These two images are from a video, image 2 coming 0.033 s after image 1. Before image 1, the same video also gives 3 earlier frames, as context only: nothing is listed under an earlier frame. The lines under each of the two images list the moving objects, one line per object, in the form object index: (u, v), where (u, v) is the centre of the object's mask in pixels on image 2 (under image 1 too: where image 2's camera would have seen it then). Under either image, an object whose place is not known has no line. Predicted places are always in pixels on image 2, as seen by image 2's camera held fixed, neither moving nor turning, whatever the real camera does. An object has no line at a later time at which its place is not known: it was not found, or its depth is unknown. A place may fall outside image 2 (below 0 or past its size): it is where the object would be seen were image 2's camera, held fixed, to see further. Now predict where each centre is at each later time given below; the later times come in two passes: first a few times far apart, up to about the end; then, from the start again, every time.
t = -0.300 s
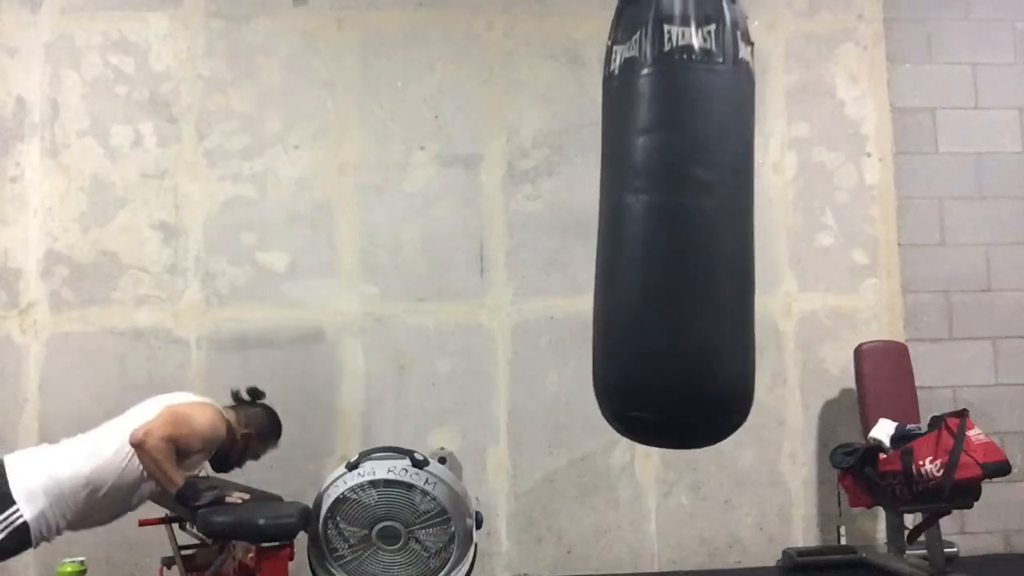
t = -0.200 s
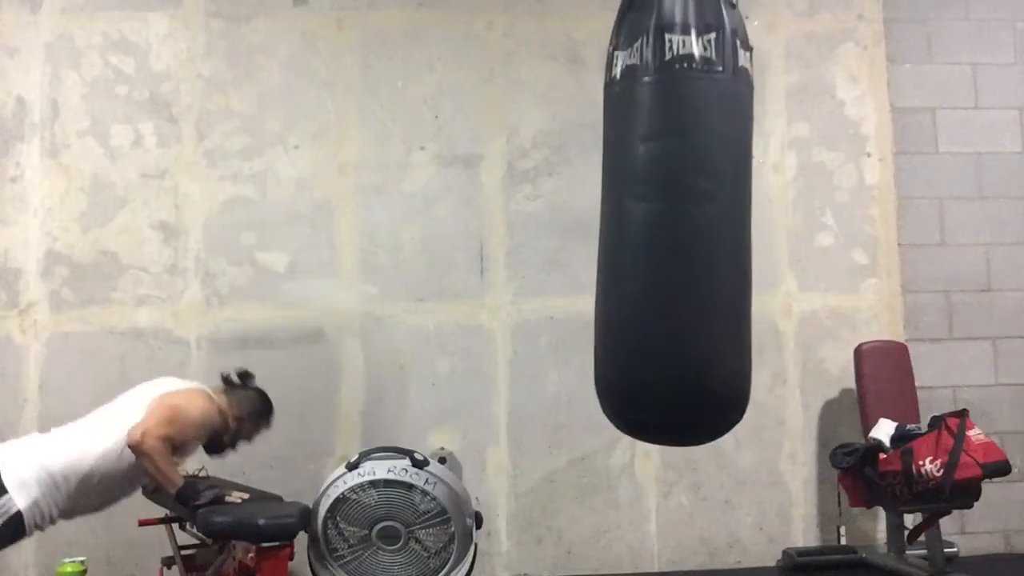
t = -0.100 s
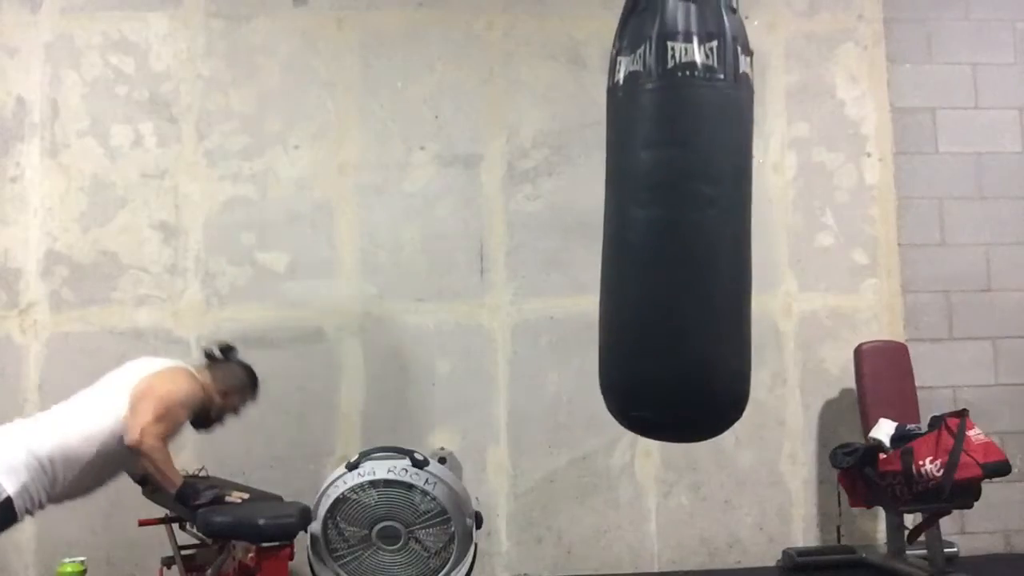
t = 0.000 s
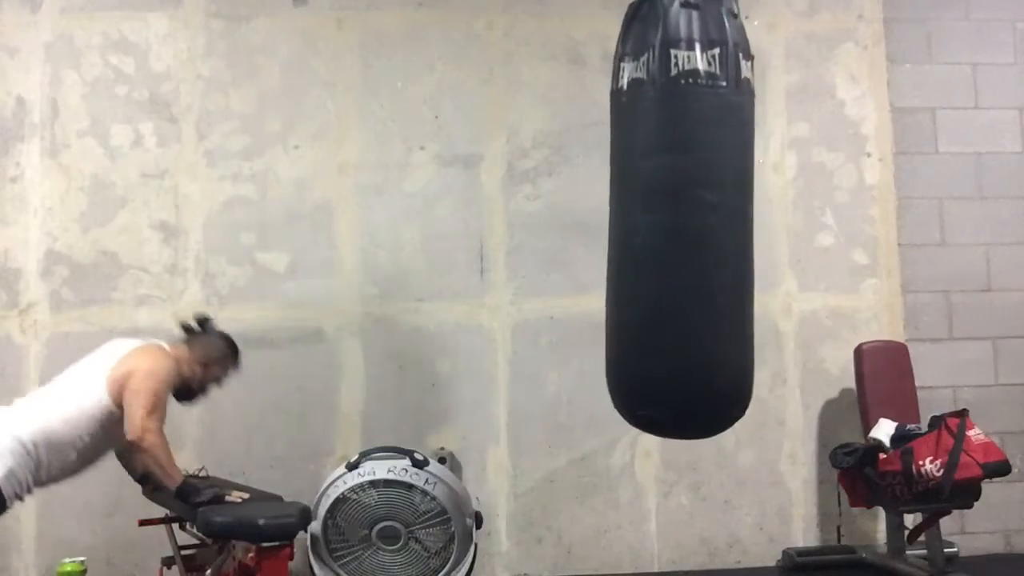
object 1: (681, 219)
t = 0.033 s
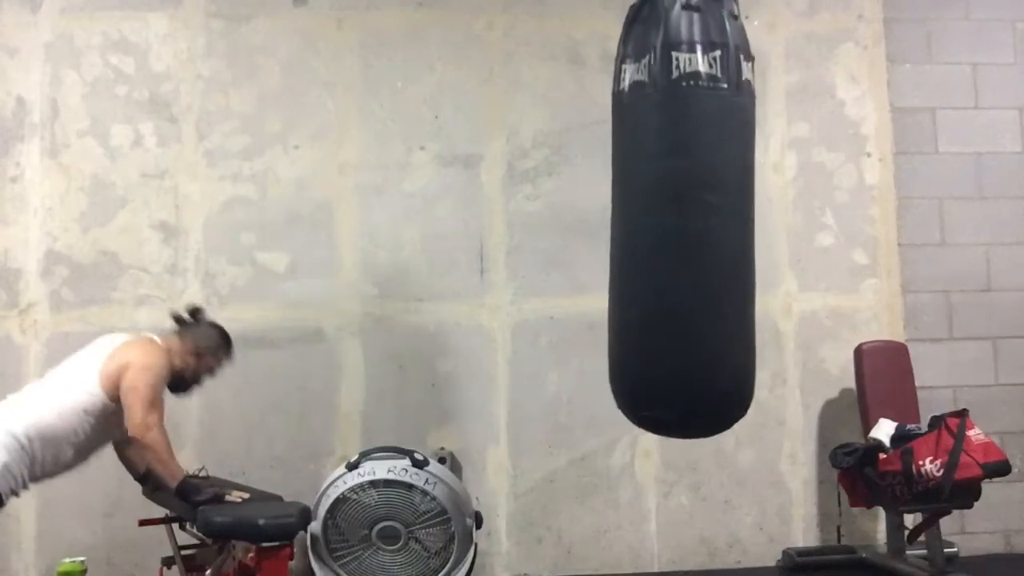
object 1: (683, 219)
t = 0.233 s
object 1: (696, 215)
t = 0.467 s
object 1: (716, 213)
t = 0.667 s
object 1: (735, 214)
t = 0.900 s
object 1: (754, 217)
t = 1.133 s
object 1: (765, 222)
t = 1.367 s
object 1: (763, 223)
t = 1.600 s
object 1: (746, 223)
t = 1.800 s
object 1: (722, 223)
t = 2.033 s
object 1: (695, 224)
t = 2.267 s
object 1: (678, 224)
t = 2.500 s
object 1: (674, 223)
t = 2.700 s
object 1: (683, 218)
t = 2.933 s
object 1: (700, 215)
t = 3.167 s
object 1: (721, 213)
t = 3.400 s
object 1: (742, 215)
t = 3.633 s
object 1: (759, 217)
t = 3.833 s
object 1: (766, 222)
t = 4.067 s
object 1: (761, 223)
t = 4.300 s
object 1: (742, 224)
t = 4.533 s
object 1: (712, 223)
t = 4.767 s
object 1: (686, 224)
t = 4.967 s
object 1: (674, 223)
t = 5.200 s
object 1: (674, 223)
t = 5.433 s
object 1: (687, 218)
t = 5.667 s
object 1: (706, 215)
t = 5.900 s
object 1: (729, 213)
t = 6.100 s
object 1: (747, 215)
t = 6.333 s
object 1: (763, 218)
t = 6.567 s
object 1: (767, 222)
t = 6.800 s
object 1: (756, 224)
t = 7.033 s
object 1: (732, 224)
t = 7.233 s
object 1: (706, 223)
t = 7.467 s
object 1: (681, 224)
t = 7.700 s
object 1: (670, 223)
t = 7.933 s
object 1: (676, 221)
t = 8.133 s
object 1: (689, 217)
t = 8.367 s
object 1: (711, 214)
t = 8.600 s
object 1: (734, 212)
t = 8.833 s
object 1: (754, 214)
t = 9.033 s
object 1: (766, 218)
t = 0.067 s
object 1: (685, 218)
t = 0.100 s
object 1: (687, 217)
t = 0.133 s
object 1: (689, 217)
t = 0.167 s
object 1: (691, 216)
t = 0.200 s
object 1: (694, 216)
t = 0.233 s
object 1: (696, 215)
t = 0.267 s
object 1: (699, 214)
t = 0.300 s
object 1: (702, 213)
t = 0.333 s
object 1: (704, 213)
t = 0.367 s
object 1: (708, 212)
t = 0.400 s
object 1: (710, 213)
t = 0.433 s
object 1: (713, 213)
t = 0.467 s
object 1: (716, 213)
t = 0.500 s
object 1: (720, 213)
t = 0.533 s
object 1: (723, 213)
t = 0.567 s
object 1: (726, 213)
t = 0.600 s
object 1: (729, 214)
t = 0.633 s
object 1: (732, 214)
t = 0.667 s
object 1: (735, 214)
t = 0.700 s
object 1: (737, 215)
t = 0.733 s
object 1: (741, 214)
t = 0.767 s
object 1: (743, 215)
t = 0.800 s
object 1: (746, 215)
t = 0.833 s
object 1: (749, 216)
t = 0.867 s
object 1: (752, 216)
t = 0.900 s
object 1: (754, 217)
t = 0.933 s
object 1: (756, 217)
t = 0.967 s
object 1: (758, 218)
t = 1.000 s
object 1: (760, 219)
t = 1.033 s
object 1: (762, 220)
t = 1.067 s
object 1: (763, 220)
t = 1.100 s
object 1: (765, 221)
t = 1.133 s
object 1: (765, 222)
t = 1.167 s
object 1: (766, 222)
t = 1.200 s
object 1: (766, 222)
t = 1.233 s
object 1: (767, 222)
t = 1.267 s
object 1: (766, 222)
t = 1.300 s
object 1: (766, 222)
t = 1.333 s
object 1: (764, 223)
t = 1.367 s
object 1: (763, 223)
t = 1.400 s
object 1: (762, 224)
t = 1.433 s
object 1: (760, 223)
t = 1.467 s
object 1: (758, 224)
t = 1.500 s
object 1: (756, 224)
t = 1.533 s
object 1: (753, 224)
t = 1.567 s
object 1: (749, 224)
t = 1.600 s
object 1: (746, 223)
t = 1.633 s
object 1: (742, 224)
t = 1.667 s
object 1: (739, 223)
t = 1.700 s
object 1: (735, 223)
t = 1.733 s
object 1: (731, 223)
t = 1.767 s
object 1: (727, 223)
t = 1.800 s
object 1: (722, 223)
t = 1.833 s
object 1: (719, 223)
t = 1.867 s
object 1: (715, 223)
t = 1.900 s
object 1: (710, 223)
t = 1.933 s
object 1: (705, 224)
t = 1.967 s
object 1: (702, 224)
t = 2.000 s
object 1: (698, 224)
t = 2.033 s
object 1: (695, 224)
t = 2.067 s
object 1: (692, 224)
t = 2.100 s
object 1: (688, 224)
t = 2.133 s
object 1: (685, 224)
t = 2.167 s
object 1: (683, 223)
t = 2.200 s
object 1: (681, 223)
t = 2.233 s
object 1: (679, 224)
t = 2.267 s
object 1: (678, 224)
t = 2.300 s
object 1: (676, 224)
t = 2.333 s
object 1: (675, 224)
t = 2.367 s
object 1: (674, 224)
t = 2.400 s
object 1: (674, 224)
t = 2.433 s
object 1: (674, 223)
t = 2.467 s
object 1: (674, 223)
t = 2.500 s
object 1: (674, 223)
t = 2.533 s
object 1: (675, 223)
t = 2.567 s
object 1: (677, 221)
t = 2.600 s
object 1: (678, 221)
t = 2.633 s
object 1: (679, 220)
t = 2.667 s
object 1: (681, 219)
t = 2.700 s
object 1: (683, 218)
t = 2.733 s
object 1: (685, 219)
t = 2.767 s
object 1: (686, 218)
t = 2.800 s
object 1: (689, 217)
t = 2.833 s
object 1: (691, 217)
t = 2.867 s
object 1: (694, 216)
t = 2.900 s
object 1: (697, 216)
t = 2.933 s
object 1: (700, 215)
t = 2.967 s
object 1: (702, 215)
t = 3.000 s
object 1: (705, 215)
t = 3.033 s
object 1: (708, 214)
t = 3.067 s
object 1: (711, 214)
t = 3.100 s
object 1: (715, 213)
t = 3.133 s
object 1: (718, 212)
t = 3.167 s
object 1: (721, 213)
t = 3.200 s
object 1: (724, 213)
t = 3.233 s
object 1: (727, 214)
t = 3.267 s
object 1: (730, 214)
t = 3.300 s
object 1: (734, 214)
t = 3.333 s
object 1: (737, 214)
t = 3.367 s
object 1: (740, 215)
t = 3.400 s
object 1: (742, 215)
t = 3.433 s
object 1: (745, 216)
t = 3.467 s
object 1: (748, 216)
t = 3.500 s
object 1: (750, 216)
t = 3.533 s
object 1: (753, 216)
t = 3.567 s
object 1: (755, 216)
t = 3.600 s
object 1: (757, 217)
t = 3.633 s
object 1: (759, 217)
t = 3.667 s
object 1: (761, 219)
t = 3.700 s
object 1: (762, 219)
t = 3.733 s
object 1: (764, 220)
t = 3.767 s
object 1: (765, 220)
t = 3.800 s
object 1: (766, 221)
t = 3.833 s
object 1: (766, 222)
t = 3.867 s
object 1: (766, 222)
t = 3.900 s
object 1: (767, 221)
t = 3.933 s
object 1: (766, 222)
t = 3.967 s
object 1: (765, 222)
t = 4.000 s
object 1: (764, 222)
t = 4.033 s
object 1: (763, 223)
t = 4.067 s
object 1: (761, 223)
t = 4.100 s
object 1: (759, 223)
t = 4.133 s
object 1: (757, 223)
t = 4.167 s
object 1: (754, 224)
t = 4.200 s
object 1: (751, 224)
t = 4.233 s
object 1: (748, 223)
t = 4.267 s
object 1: (744, 224)
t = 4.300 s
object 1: (742, 224)
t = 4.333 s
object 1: (737, 224)
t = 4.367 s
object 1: (734, 223)
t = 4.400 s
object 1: (729, 224)
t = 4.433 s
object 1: (724, 223)
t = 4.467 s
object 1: (721, 222)
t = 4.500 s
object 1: (716, 222)
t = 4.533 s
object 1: (712, 223)
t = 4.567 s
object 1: (707, 223)
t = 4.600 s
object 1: (703, 224)
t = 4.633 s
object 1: (700, 223)
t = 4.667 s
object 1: (696, 223)
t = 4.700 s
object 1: (693, 224)
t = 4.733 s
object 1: (688, 224)
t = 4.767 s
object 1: (686, 224)
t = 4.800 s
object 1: (684, 223)
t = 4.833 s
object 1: (681, 224)
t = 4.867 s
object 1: (678, 224)
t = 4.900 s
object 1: (677, 223)
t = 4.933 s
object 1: (676, 223)
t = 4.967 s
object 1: (674, 223)
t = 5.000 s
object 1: (674, 223)
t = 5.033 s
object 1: (672, 224)
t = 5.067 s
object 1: (672, 224)
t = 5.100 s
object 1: (673, 223)
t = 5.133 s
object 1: (672, 223)
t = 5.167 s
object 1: (673, 224)
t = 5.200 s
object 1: (674, 223)
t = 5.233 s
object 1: (675, 223)
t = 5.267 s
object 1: (676, 222)
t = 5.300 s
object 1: (678, 221)
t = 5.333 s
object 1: (680, 220)
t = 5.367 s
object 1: (682, 219)
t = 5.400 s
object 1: (684, 219)
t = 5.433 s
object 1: (687, 218)
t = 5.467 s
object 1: (689, 218)
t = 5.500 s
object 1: (692, 217)
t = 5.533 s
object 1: (694, 217)
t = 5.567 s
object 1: (697, 216)
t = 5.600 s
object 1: (700, 216)
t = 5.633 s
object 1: (703, 216)
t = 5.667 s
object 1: (706, 215)
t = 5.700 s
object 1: (710, 215)
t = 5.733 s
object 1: (713, 214)
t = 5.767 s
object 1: (716, 214)
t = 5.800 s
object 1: (719, 213)
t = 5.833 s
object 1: (722, 213)
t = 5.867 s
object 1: (726, 213)
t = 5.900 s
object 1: (729, 213)
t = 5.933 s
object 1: (732, 213)
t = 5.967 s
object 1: (735, 214)
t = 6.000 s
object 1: (738, 214)
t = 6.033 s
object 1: (741, 215)
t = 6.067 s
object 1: (745, 215)
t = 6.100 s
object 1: (747, 215)
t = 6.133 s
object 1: (750, 216)
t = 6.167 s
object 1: (752, 216)
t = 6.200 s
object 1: (755, 216)
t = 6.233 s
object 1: (757, 217)
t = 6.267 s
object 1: (759, 217)
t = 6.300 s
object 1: (761, 218)
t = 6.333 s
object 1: (763, 218)
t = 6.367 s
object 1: (764, 219)
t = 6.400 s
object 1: (766, 219)
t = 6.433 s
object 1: (766, 220)
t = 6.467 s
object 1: (767, 221)
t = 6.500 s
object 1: (767, 222)
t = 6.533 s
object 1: (768, 222)
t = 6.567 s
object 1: (767, 222)
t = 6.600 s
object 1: (767, 223)
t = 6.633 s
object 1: (766, 223)
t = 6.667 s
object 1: (765, 223)
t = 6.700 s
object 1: (763, 222)
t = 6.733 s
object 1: (762, 223)
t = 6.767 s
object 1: (759, 224)
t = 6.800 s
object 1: (756, 224)
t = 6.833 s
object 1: (754, 223)
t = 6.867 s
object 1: (751, 223)
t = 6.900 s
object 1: (747, 224)
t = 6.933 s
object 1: (743, 224)
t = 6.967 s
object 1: (740, 225)
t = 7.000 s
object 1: (736, 224)
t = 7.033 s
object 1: (732, 224)
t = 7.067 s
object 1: (728, 224)
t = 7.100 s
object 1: (723, 224)
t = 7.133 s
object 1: (719, 223)
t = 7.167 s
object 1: (714, 223)
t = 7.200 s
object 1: (710, 223)
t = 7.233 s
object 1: (706, 223)
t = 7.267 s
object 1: (701, 223)
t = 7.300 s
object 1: (698, 223)
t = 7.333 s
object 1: (693, 224)
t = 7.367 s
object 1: (689, 224)
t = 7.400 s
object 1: (686, 224)
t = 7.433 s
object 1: (684, 224)
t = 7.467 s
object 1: (681, 224)
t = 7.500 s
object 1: (679, 224)
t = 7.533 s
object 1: (676, 225)
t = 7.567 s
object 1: (674, 224)
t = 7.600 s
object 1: (673, 223)
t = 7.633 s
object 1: (672, 223)
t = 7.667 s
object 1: (671, 223)
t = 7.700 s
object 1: (670, 223)
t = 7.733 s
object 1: (671, 223)
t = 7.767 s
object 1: (671, 223)
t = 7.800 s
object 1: (671, 223)
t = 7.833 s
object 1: (671, 223)
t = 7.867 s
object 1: (672, 223)
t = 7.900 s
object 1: (674, 222)
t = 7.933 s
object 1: (676, 221)
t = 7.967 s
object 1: (677, 221)
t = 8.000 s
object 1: (679, 221)
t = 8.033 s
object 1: (681, 220)
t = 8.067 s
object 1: (684, 219)
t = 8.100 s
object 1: (686, 218)
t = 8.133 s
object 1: (689, 217)
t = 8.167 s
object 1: (692, 217)
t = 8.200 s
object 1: (694, 217)
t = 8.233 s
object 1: (698, 216)
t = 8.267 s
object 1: (700, 215)
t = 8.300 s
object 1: (704, 216)
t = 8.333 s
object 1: (707, 215)
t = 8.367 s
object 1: (711, 214)
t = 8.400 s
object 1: (714, 214)
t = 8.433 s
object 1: (717, 213)
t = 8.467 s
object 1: (720, 213)
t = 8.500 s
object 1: (724, 213)
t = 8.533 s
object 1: (727, 212)
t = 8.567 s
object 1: (731, 212)
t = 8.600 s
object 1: (734, 212)
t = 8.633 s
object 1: (737, 212)
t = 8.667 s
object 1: (740, 213)
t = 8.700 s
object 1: (743, 212)
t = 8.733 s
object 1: (746, 213)
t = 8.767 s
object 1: (749, 214)
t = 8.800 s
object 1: (751, 214)
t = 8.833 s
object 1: (754, 214)
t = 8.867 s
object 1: (757, 215)
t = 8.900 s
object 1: (759, 215)
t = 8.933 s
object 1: (761, 216)
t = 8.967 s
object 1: (762, 217)
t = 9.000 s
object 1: (764, 217)
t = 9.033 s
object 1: (766, 218)
